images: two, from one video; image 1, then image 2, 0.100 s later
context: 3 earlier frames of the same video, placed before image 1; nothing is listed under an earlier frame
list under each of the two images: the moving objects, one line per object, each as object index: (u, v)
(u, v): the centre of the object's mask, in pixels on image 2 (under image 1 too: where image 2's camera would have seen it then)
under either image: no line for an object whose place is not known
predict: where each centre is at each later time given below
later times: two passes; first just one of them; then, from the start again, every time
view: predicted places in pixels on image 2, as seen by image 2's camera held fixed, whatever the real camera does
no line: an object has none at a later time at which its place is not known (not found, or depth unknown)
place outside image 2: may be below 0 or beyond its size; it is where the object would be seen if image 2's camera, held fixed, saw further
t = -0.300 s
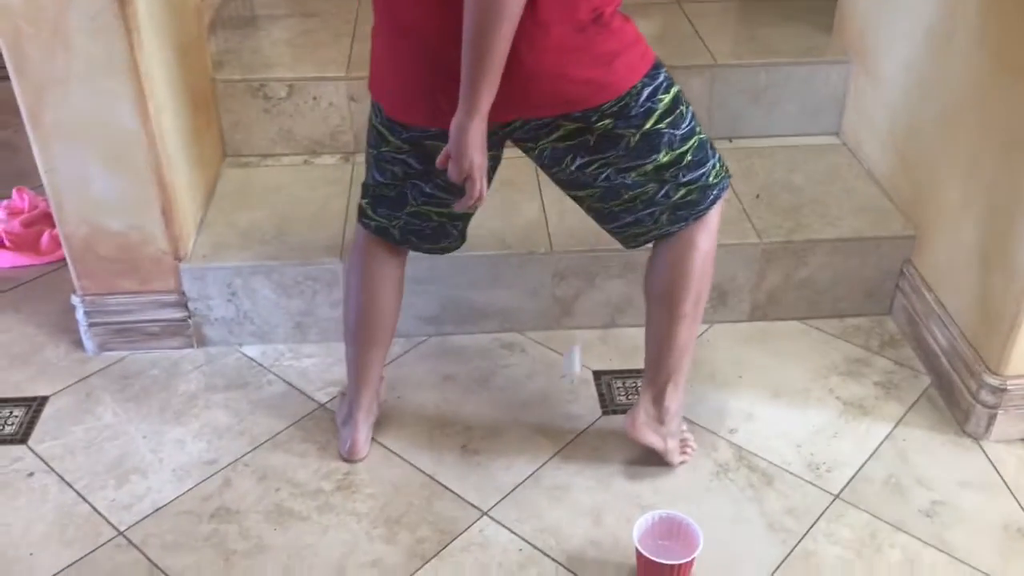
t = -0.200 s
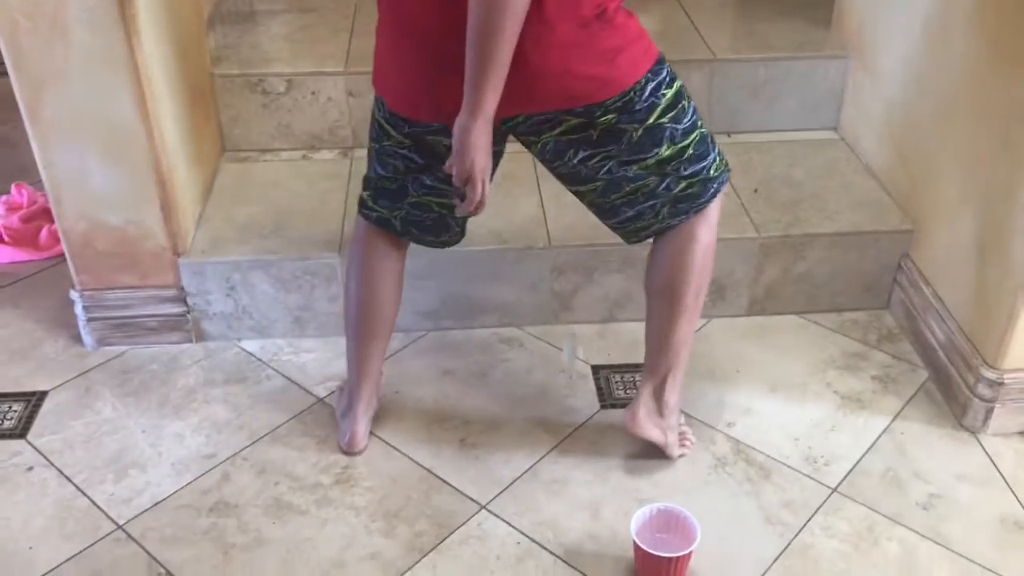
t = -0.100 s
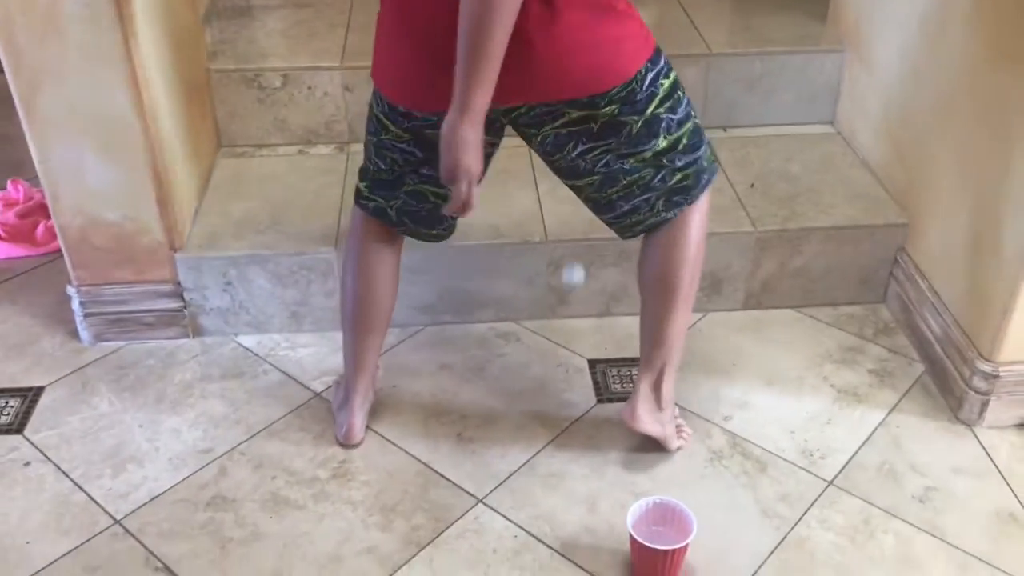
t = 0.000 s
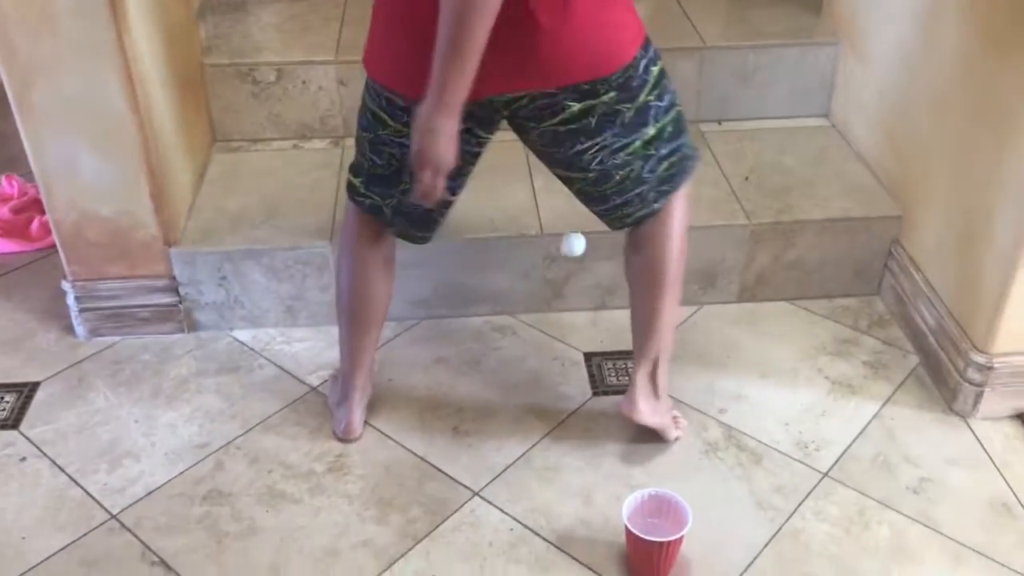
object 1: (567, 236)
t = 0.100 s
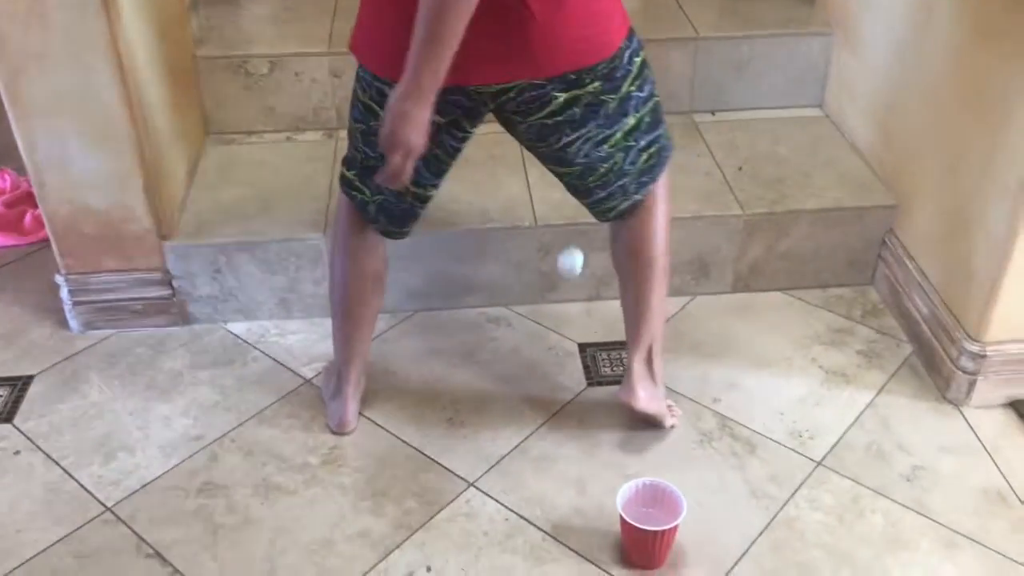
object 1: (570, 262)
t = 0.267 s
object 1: (573, 410)
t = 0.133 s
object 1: (572, 281)
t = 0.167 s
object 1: (574, 307)
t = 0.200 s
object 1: (574, 337)
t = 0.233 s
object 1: (572, 373)
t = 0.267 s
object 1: (573, 410)
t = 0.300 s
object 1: (574, 432)
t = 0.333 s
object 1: (575, 404)
